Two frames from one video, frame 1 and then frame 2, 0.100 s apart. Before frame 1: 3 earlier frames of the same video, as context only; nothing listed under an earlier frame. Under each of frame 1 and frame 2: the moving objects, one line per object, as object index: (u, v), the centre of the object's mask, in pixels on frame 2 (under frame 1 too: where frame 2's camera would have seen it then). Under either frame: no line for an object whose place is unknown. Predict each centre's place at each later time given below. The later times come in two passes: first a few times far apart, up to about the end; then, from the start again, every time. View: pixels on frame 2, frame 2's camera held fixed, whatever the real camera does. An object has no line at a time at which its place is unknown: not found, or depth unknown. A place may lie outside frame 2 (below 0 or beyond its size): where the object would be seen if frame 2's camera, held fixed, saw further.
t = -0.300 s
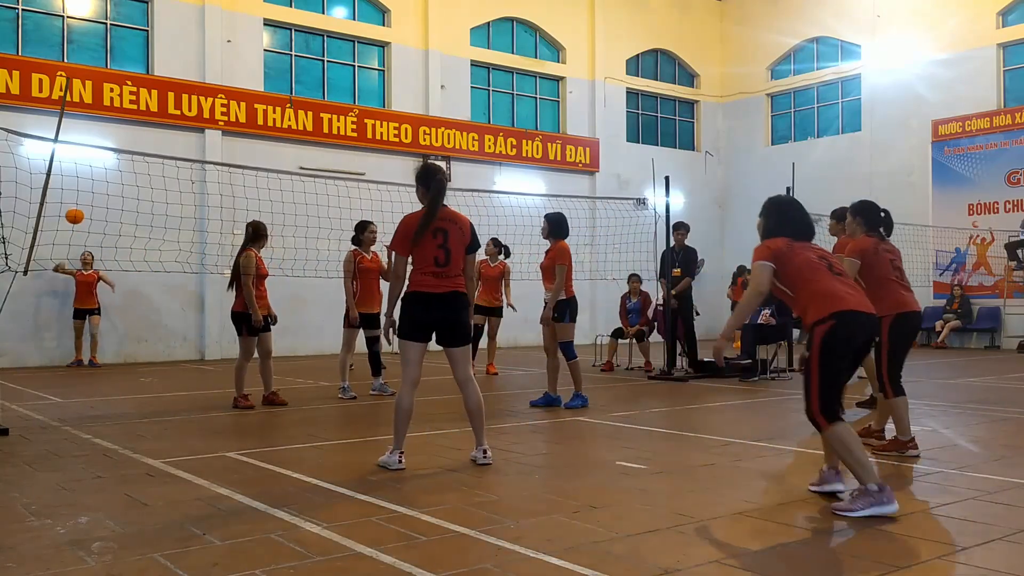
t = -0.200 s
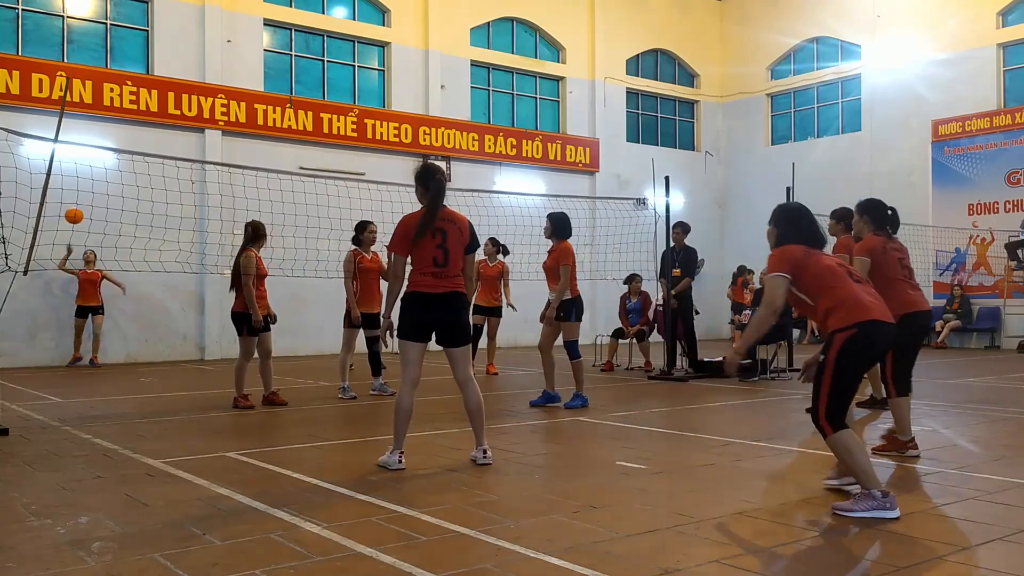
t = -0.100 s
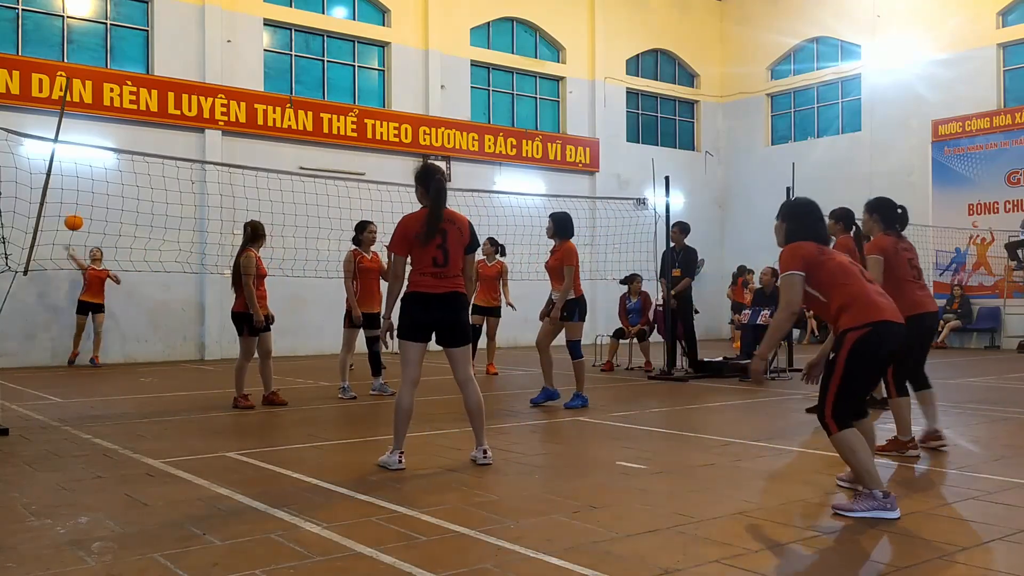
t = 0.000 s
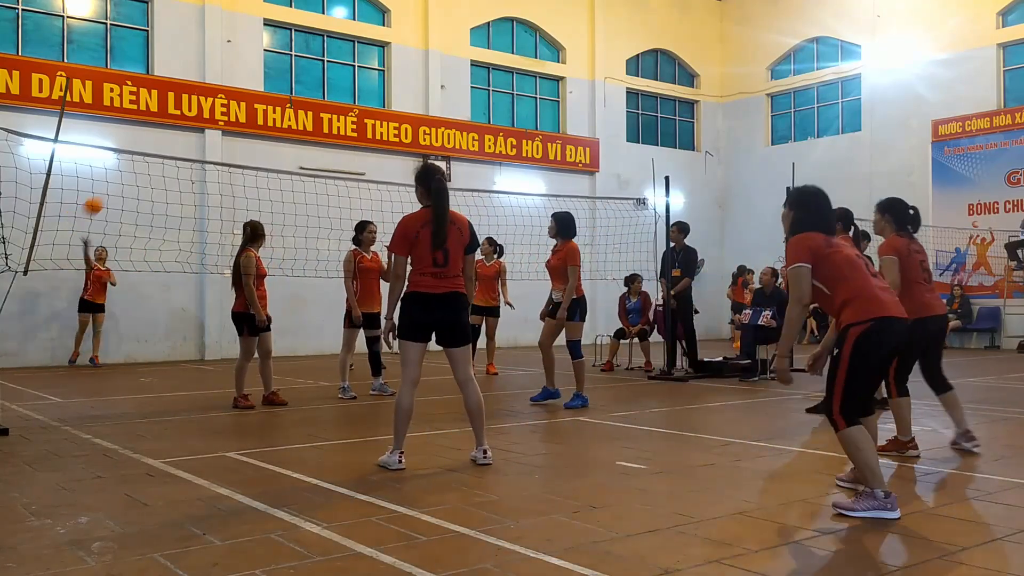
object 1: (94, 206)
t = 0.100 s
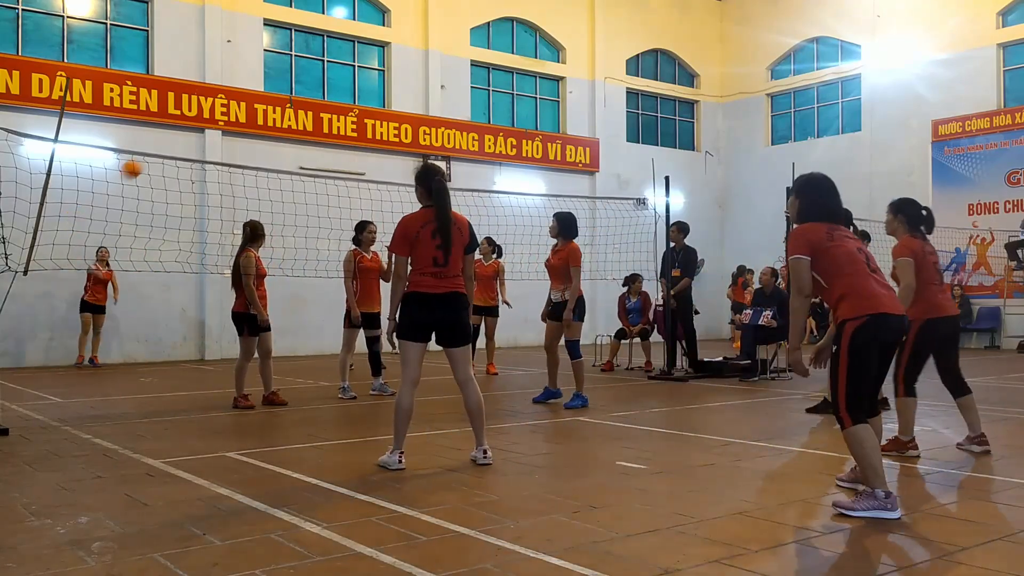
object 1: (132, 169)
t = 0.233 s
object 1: (189, 128)
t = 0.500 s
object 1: (312, 85)
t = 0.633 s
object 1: (383, 88)
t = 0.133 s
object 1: (146, 158)
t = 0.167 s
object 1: (160, 146)
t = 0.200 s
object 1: (174, 138)
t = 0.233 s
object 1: (189, 128)
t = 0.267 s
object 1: (203, 120)
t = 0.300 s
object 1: (218, 112)
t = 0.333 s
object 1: (234, 104)
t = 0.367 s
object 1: (249, 99)
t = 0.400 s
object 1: (263, 94)
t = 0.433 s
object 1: (280, 90)
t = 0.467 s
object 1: (297, 87)
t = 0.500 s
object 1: (312, 85)
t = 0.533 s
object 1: (329, 84)
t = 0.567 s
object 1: (347, 84)
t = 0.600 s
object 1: (365, 86)
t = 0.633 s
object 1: (383, 88)
